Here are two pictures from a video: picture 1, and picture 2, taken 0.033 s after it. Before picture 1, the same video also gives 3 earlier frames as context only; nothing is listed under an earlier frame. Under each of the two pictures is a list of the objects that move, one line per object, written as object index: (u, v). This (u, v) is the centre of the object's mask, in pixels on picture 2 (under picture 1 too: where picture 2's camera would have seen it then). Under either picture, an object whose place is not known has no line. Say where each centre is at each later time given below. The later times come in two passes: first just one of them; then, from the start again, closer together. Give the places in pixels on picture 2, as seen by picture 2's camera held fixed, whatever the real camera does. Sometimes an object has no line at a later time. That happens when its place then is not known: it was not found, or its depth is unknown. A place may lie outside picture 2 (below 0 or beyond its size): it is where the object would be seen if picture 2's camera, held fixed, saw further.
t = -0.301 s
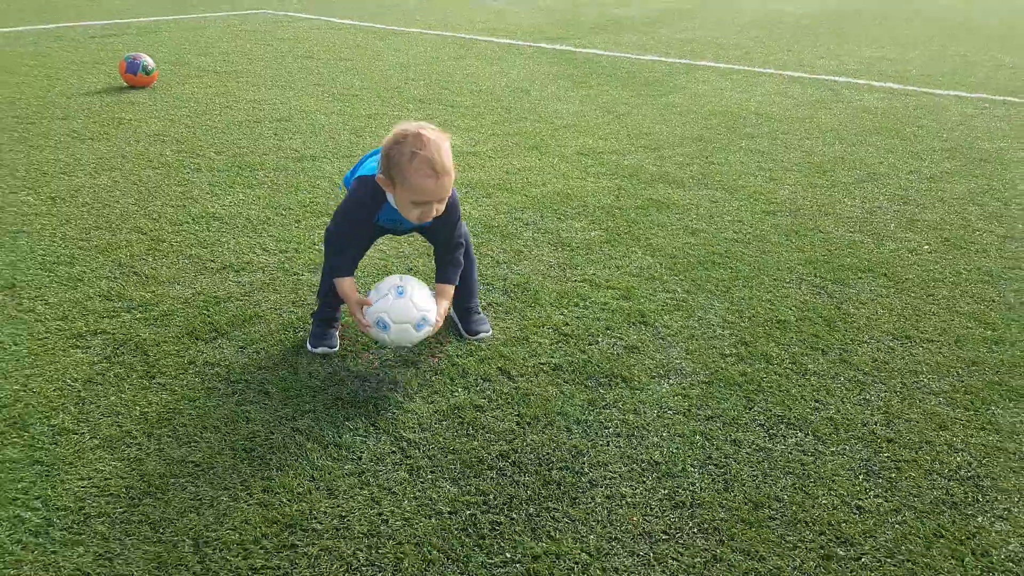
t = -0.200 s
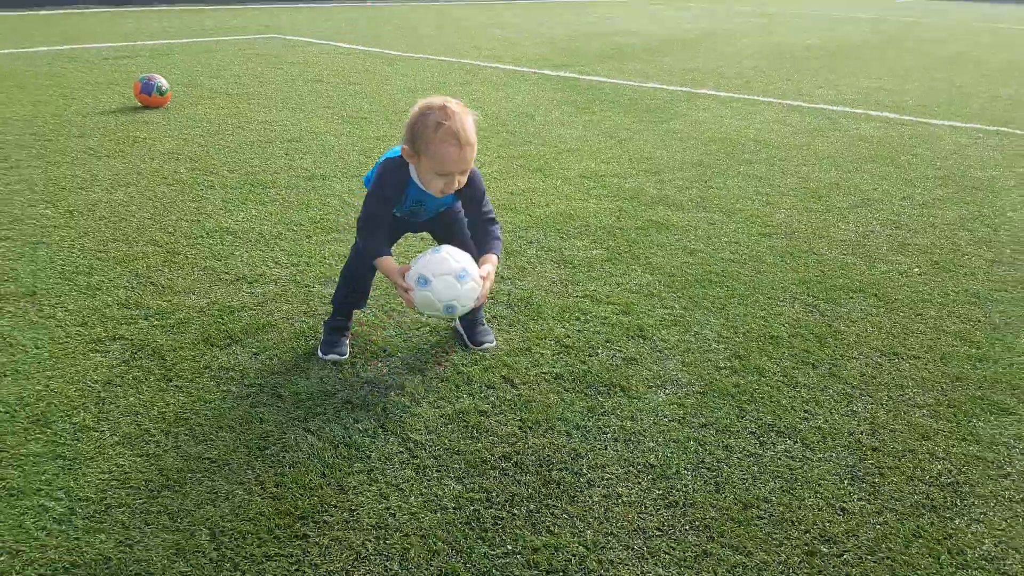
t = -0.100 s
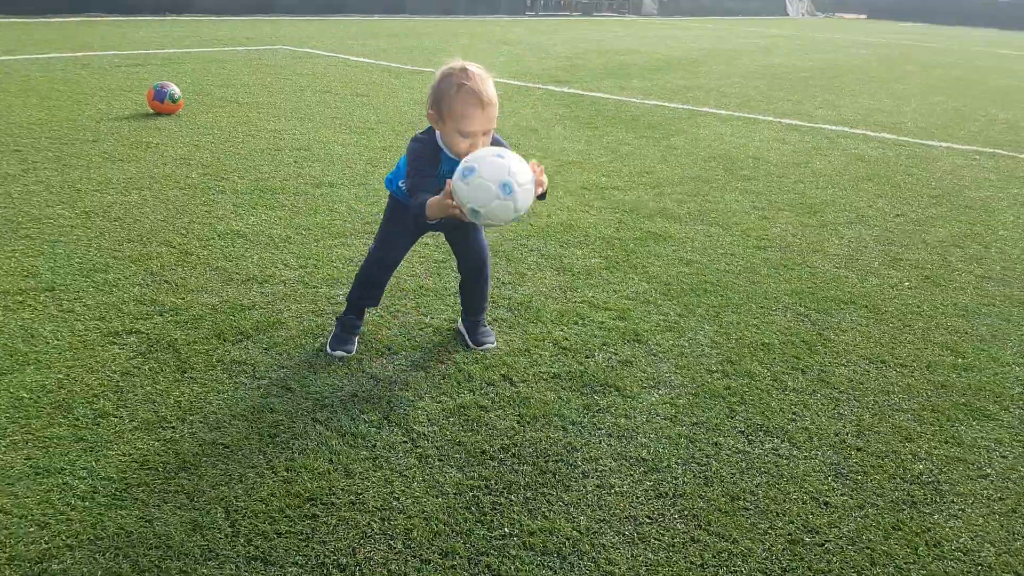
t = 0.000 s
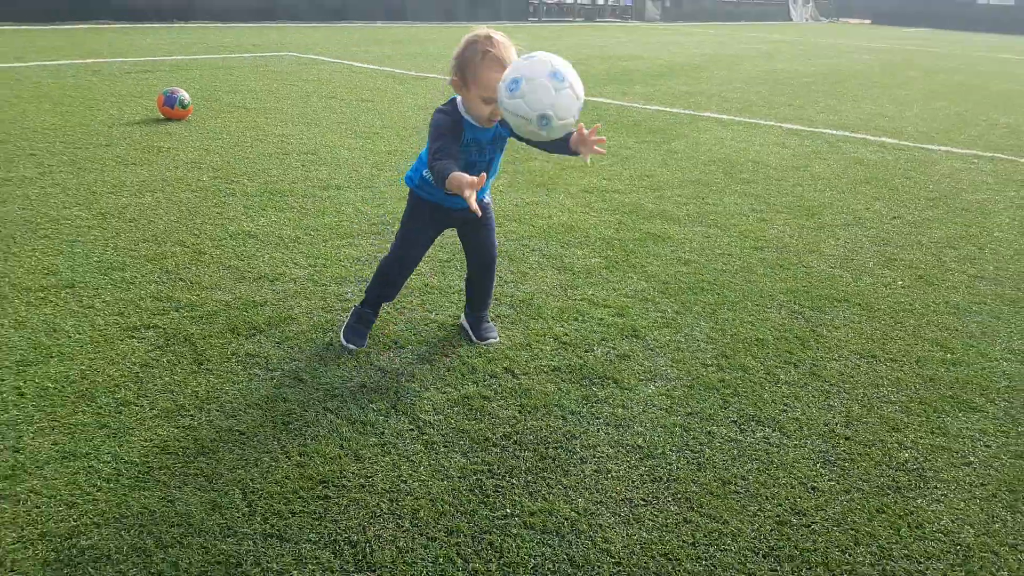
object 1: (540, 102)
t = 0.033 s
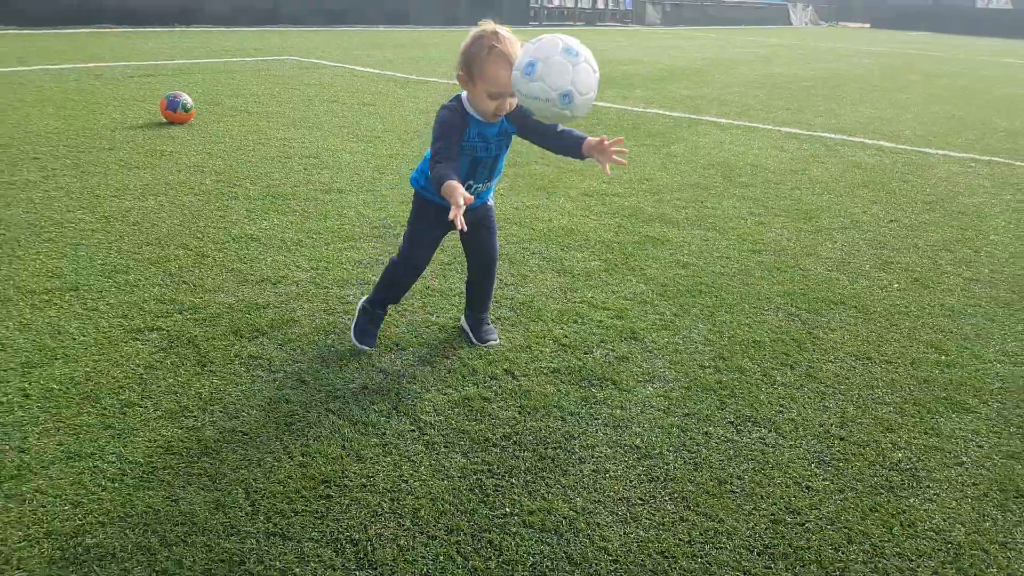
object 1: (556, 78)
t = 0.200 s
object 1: (632, 58)
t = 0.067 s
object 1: (573, 61)
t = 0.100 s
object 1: (589, 51)
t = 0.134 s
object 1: (604, 44)
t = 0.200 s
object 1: (632, 58)
